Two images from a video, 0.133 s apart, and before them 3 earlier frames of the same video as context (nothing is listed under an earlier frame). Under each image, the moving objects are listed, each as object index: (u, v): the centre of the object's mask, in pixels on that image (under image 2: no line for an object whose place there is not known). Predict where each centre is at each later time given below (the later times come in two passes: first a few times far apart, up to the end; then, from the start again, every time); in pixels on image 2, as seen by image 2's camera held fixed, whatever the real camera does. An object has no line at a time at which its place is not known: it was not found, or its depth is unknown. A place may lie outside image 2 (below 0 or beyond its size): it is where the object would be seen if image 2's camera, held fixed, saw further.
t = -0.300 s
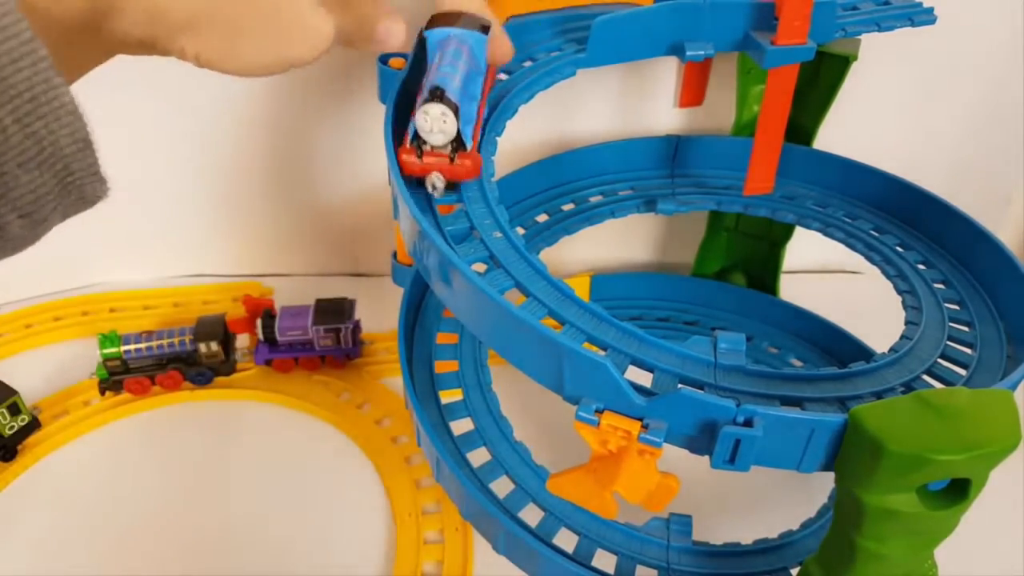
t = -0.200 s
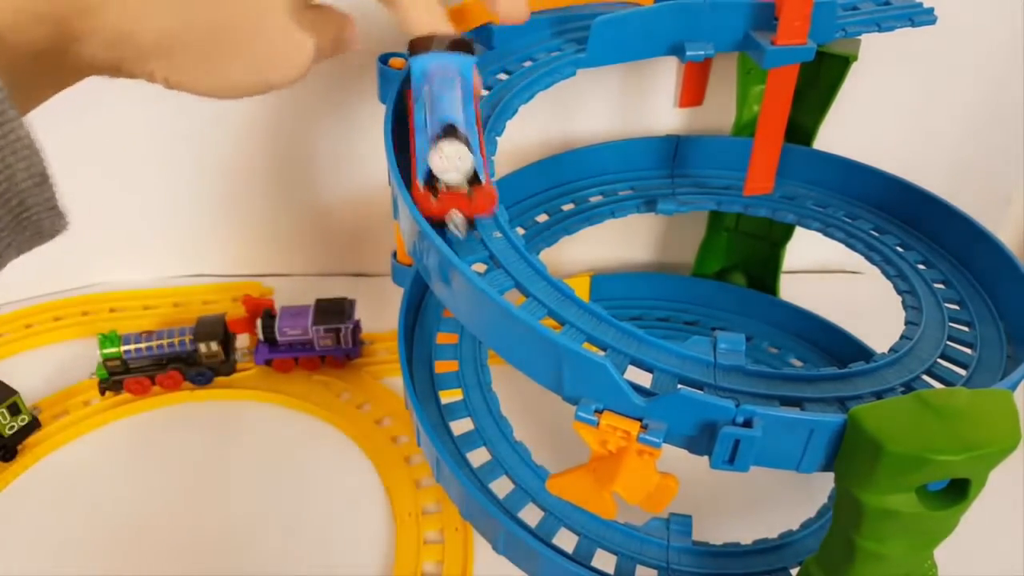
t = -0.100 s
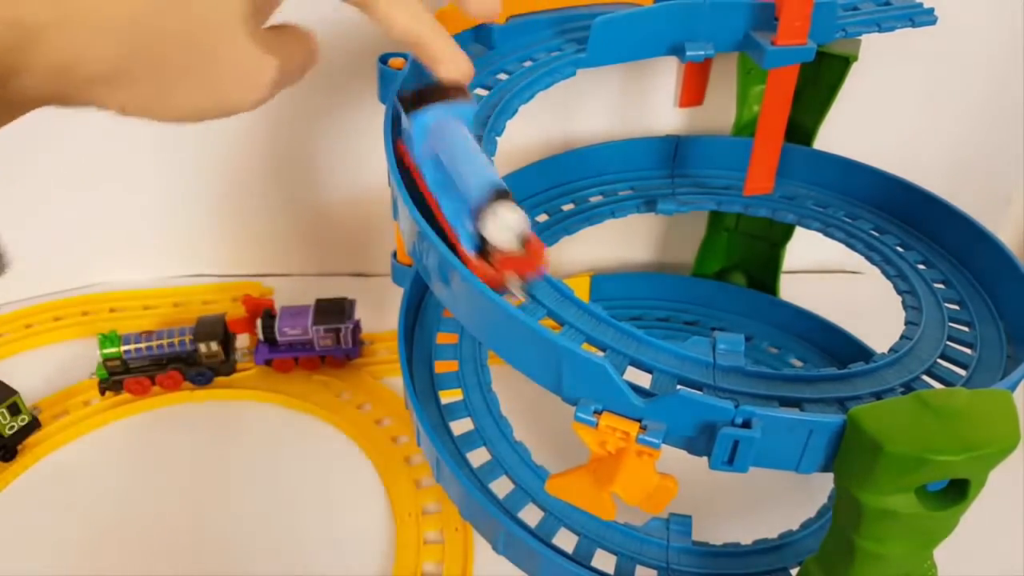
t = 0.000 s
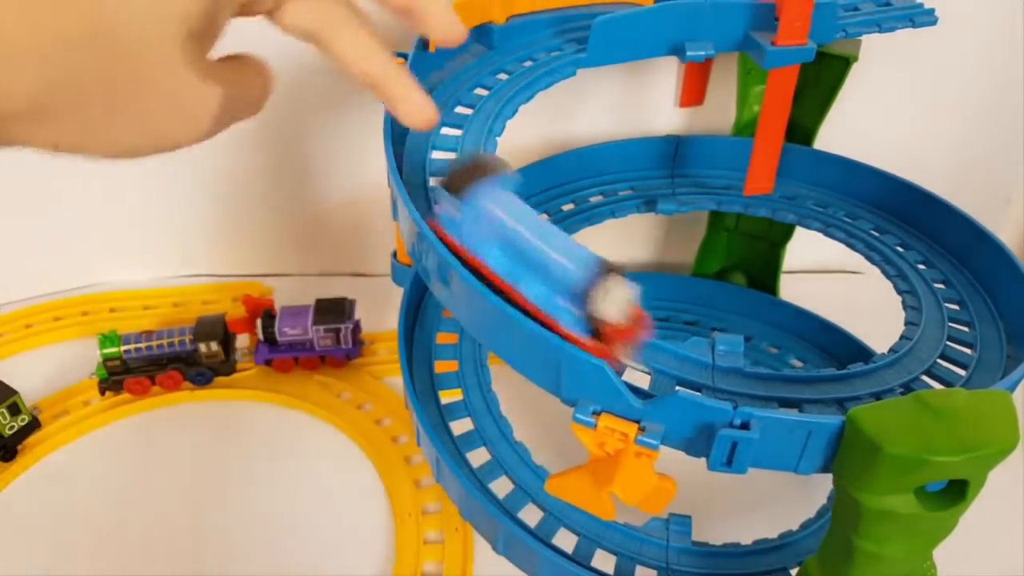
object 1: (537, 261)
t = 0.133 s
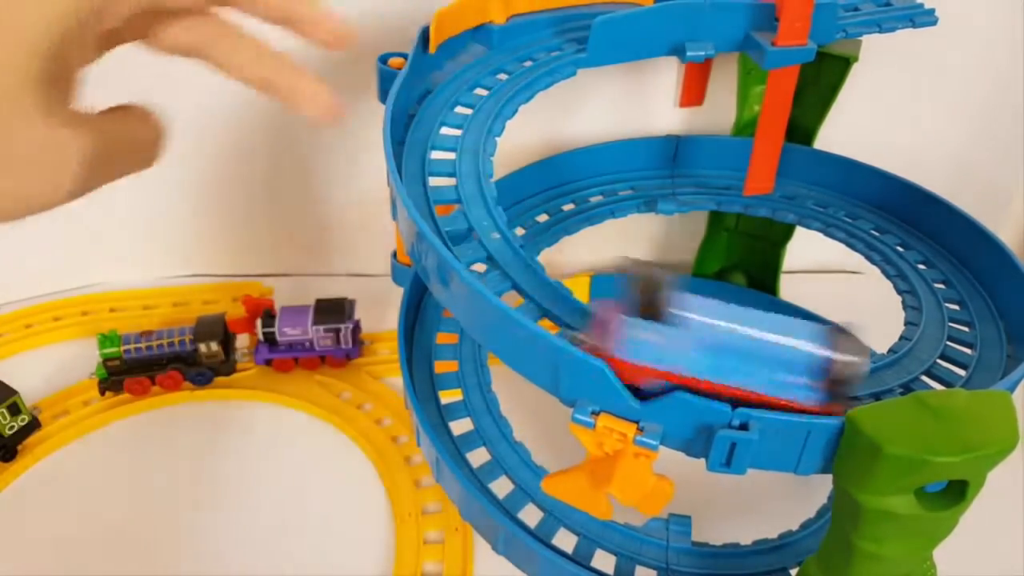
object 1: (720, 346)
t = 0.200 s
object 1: (820, 360)
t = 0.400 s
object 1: (982, 302)
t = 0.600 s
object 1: (869, 185)
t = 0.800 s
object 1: (674, 155)
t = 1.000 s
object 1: (538, 184)
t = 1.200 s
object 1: (449, 368)
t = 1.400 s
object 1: (613, 532)
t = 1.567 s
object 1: (785, 543)
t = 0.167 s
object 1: (771, 355)
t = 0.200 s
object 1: (820, 360)
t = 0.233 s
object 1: (866, 358)
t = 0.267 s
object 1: (913, 353)
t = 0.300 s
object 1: (949, 344)
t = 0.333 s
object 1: (966, 334)
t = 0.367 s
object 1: (978, 320)
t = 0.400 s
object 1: (982, 302)
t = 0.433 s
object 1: (976, 275)
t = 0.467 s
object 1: (967, 255)
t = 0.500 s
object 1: (953, 235)
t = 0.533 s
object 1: (929, 215)
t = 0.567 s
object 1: (901, 199)
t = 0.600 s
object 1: (869, 185)
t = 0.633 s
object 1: (850, 176)
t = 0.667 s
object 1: (812, 166)
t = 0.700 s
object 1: (778, 160)
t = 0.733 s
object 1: (730, 154)
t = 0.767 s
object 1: (689, 151)
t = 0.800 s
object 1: (674, 155)
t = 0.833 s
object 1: (643, 161)
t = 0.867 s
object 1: (615, 166)
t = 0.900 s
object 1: (591, 171)
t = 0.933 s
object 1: (576, 174)
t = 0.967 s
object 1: (575, 172)
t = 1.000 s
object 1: (538, 184)
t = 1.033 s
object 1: (524, 189)
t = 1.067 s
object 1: (513, 199)
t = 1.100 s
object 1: (434, 317)
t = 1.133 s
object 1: (438, 337)
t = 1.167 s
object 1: (442, 352)
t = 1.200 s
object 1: (449, 368)
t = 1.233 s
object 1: (460, 393)
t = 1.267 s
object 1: (474, 417)
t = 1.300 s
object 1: (494, 449)
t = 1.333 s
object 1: (527, 484)
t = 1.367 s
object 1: (570, 513)
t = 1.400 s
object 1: (613, 532)
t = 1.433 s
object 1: (657, 545)
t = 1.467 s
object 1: (701, 548)
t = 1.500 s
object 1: (729, 548)
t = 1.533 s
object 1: (760, 546)
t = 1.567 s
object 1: (785, 543)
